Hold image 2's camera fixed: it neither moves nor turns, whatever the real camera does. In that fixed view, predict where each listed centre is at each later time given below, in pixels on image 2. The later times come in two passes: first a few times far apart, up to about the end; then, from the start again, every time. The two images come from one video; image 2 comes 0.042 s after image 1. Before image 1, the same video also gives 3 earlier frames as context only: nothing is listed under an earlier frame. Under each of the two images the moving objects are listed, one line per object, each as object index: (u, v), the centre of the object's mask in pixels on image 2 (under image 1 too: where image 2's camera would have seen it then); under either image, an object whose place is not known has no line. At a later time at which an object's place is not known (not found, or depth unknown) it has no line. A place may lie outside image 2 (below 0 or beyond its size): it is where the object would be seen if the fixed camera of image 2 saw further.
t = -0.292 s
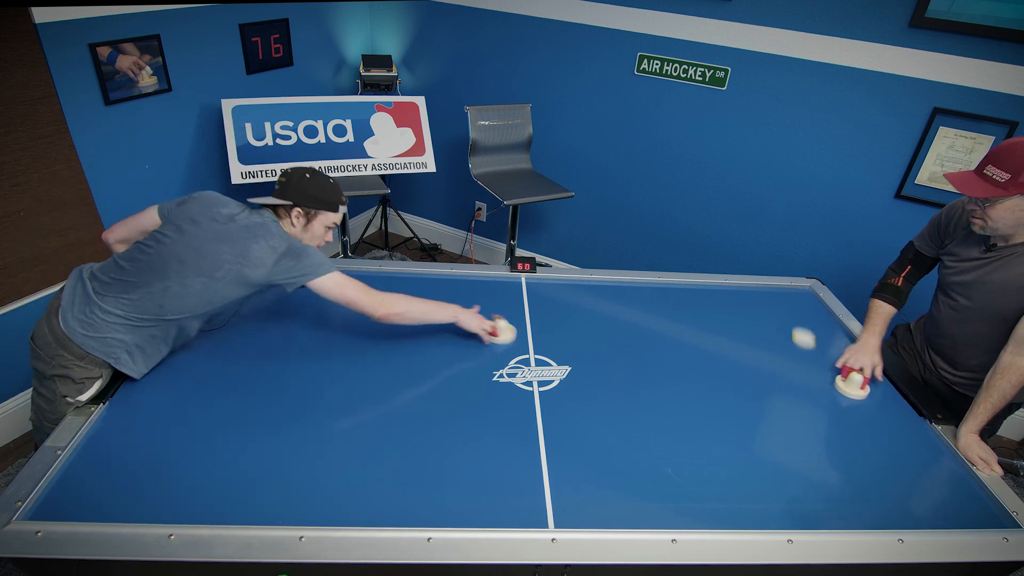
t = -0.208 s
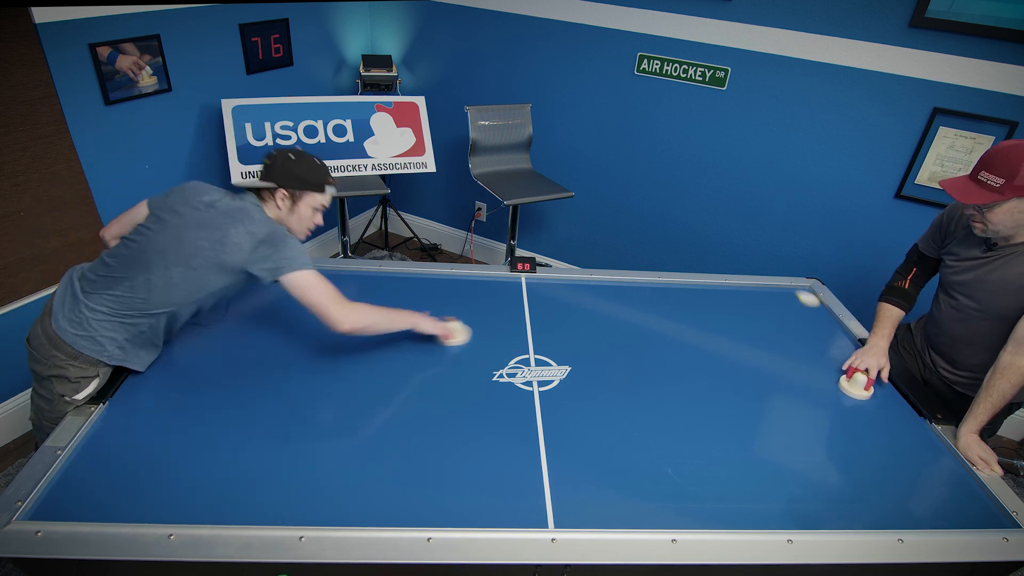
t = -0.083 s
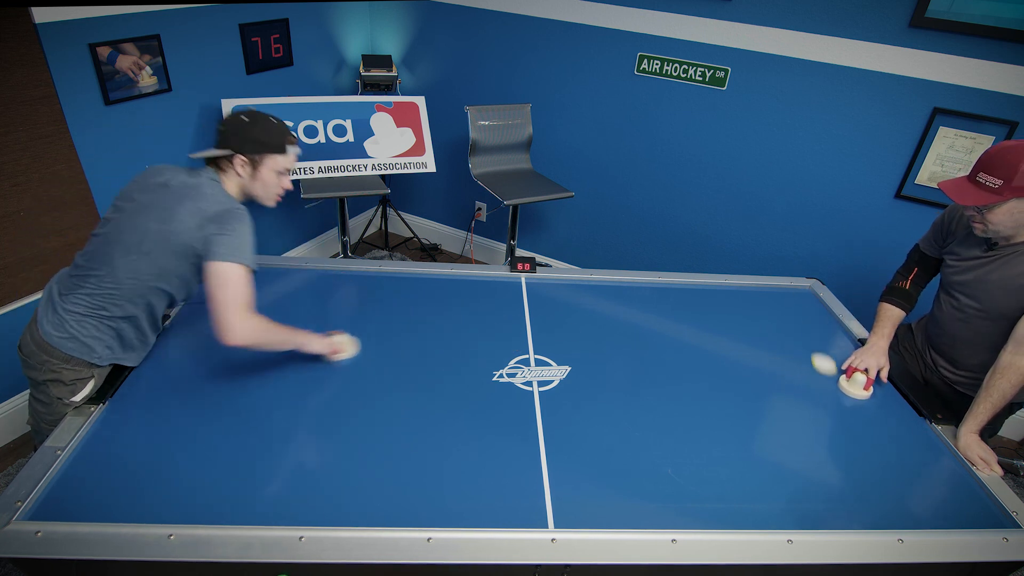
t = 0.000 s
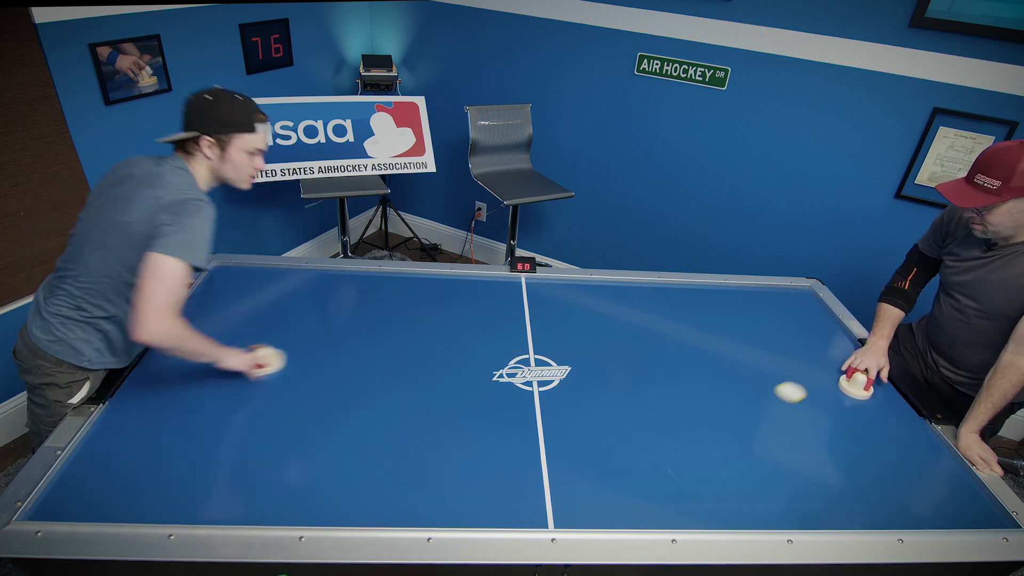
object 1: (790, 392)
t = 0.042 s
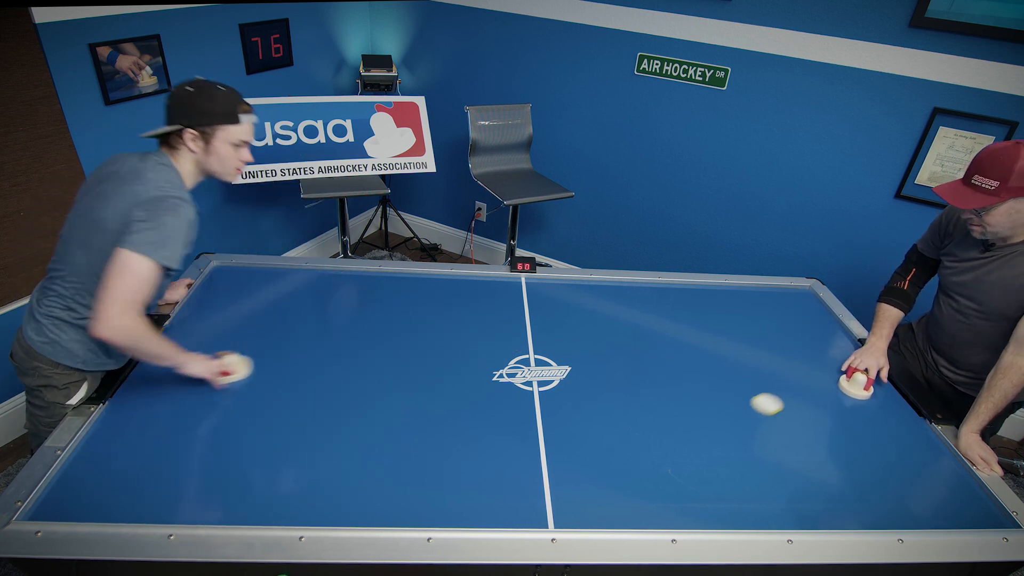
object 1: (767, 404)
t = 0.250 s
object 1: (622, 476)
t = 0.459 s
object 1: (436, 474)
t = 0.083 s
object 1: (742, 417)
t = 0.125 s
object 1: (715, 430)
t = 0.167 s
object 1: (686, 444)
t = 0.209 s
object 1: (655, 460)
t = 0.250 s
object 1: (622, 476)
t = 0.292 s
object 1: (586, 494)
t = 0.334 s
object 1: (548, 512)
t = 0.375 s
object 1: (509, 506)
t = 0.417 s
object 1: (472, 489)
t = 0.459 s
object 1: (436, 474)
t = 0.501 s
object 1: (402, 459)
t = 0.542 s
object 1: (369, 444)
